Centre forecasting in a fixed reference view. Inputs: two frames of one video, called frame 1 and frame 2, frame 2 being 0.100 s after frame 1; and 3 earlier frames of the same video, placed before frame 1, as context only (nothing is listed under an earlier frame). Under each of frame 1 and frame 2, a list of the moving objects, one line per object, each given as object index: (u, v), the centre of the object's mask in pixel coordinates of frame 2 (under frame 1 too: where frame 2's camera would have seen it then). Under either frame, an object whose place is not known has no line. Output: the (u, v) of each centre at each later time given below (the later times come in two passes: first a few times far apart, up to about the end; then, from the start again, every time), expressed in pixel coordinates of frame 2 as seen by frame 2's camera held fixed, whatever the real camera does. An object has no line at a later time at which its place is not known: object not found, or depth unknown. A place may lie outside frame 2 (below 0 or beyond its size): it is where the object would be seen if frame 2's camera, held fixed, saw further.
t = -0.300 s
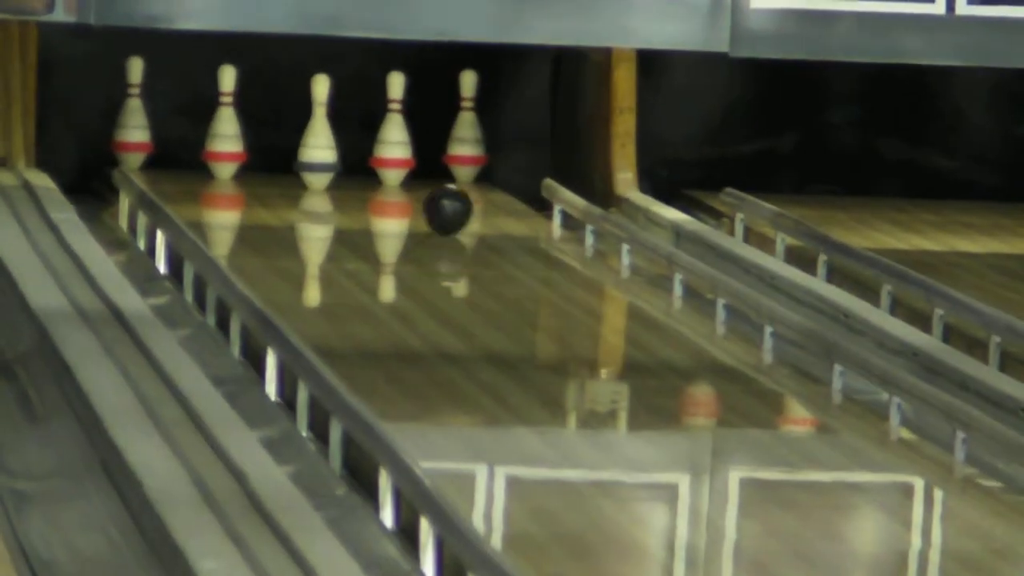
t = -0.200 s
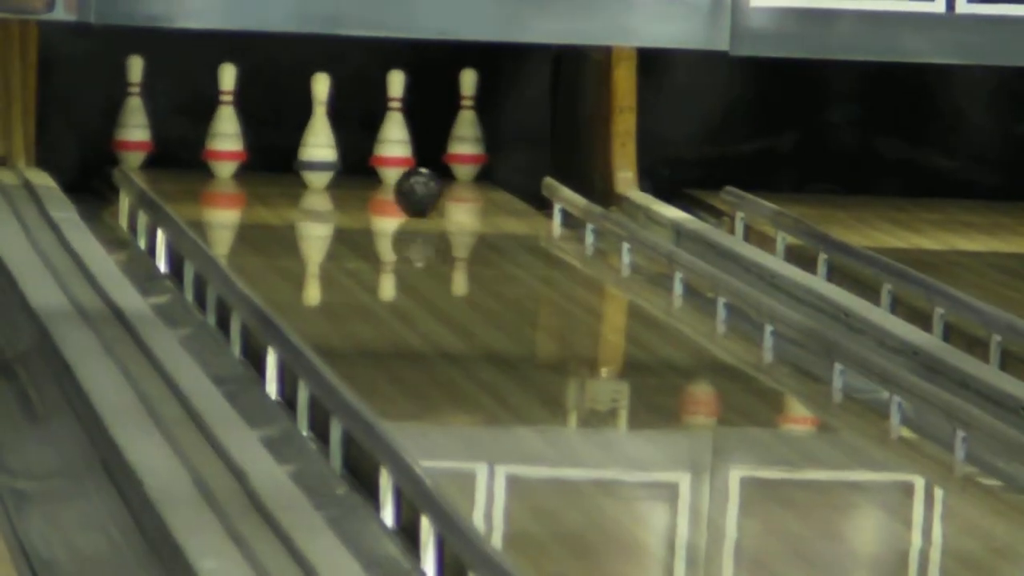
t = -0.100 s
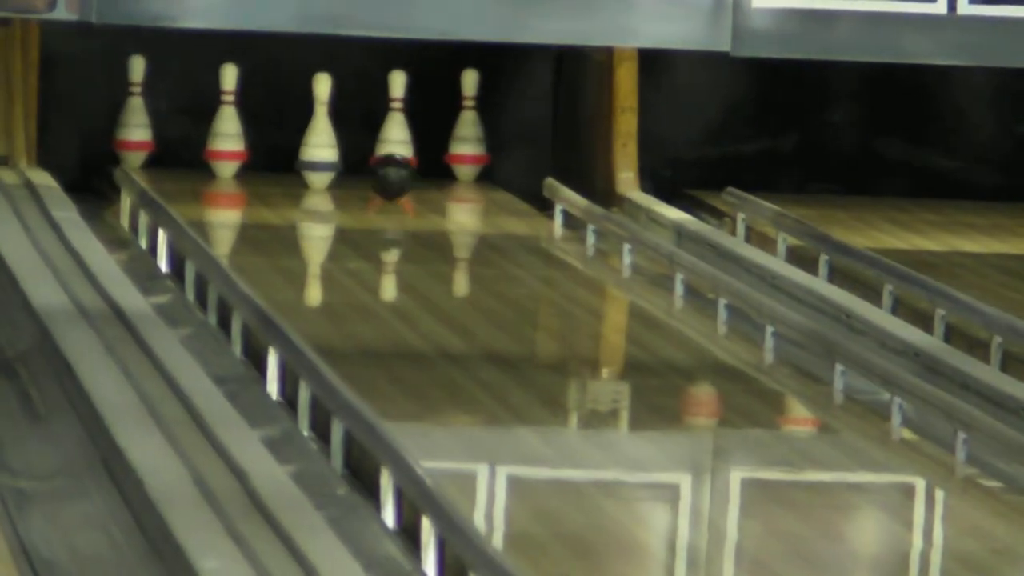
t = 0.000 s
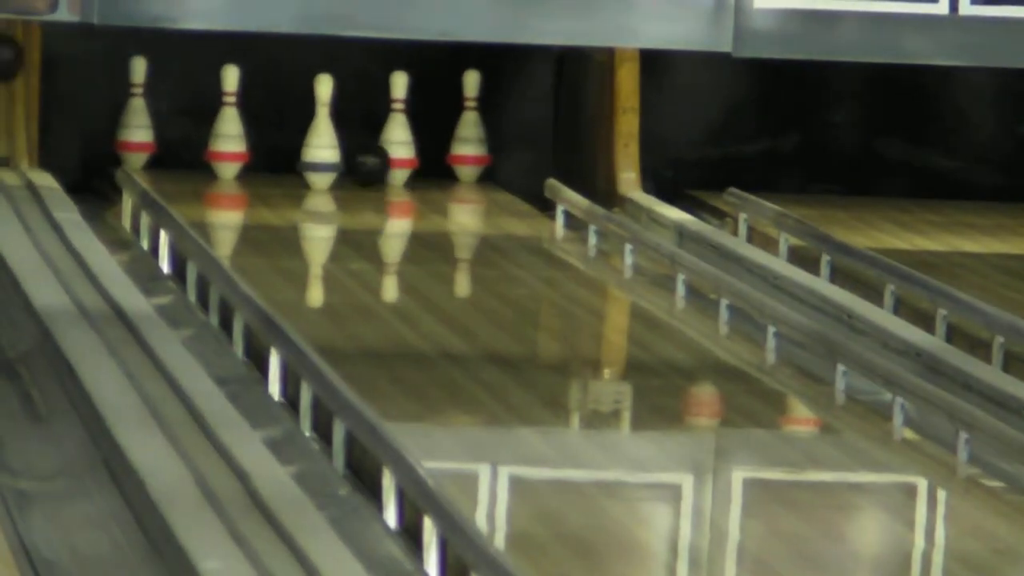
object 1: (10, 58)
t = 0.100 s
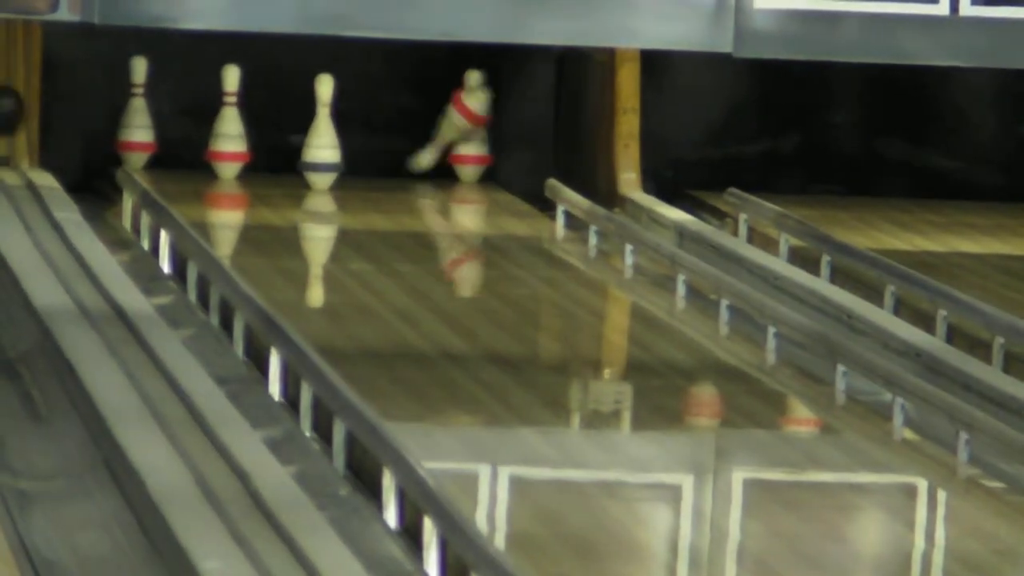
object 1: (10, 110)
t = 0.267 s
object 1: (12, 140)
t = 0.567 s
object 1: (19, 160)
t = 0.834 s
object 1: (28, 176)
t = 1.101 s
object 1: (36, 196)
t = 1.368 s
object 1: (47, 214)
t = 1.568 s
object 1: (57, 227)
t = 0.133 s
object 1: (9, 130)
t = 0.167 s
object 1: (10, 136)
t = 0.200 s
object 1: (11, 141)
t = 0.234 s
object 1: (11, 141)
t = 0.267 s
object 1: (12, 140)
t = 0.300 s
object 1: (13, 144)
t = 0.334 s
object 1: (14, 147)
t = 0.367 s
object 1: (16, 149)
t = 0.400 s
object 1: (17, 151)
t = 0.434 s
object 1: (16, 153)
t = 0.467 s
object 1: (17, 154)
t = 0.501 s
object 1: (18, 157)
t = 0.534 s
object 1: (18, 158)
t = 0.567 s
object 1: (19, 160)
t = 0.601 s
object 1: (20, 162)
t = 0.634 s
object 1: (22, 165)
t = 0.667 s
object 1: (22, 165)
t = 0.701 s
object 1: (23, 167)
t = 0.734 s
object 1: (24, 169)
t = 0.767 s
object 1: (25, 171)
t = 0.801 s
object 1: (26, 174)
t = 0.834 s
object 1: (28, 176)
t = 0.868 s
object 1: (29, 178)
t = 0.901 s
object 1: (30, 181)
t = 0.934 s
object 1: (30, 183)
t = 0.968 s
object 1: (31, 186)
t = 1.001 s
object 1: (31, 189)
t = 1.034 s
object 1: (33, 192)
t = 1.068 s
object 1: (34, 194)
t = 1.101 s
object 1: (36, 196)
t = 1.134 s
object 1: (37, 199)
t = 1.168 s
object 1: (38, 201)
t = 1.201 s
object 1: (39, 203)
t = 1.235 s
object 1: (40, 206)
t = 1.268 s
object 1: (42, 208)
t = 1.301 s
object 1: (44, 210)
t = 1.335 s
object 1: (45, 213)
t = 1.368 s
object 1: (47, 214)
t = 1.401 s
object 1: (48, 216)
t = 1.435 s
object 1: (49, 218)
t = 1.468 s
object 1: (50, 221)
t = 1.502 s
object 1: (53, 223)
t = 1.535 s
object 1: (55, 226)
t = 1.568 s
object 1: (57, 227)
